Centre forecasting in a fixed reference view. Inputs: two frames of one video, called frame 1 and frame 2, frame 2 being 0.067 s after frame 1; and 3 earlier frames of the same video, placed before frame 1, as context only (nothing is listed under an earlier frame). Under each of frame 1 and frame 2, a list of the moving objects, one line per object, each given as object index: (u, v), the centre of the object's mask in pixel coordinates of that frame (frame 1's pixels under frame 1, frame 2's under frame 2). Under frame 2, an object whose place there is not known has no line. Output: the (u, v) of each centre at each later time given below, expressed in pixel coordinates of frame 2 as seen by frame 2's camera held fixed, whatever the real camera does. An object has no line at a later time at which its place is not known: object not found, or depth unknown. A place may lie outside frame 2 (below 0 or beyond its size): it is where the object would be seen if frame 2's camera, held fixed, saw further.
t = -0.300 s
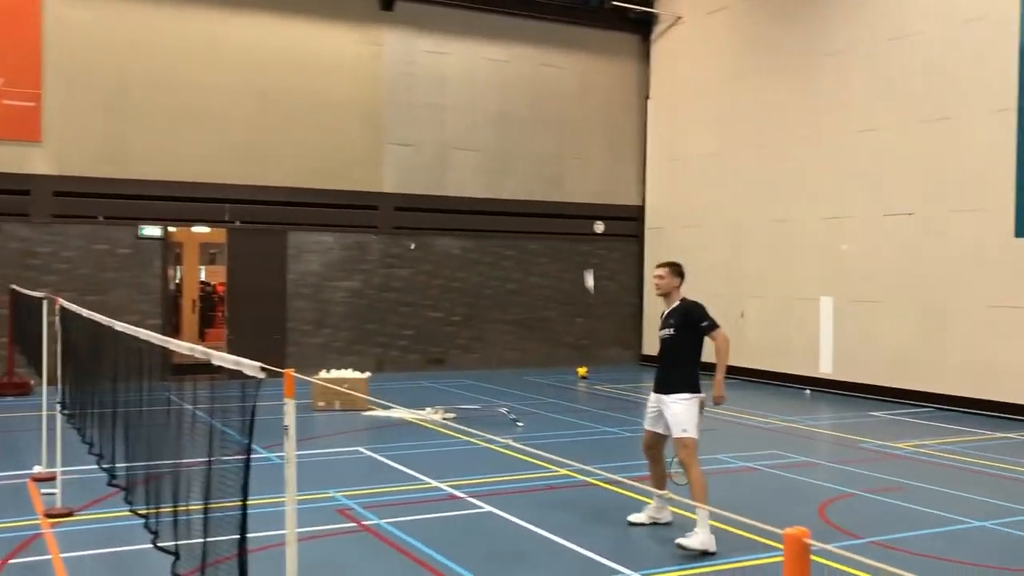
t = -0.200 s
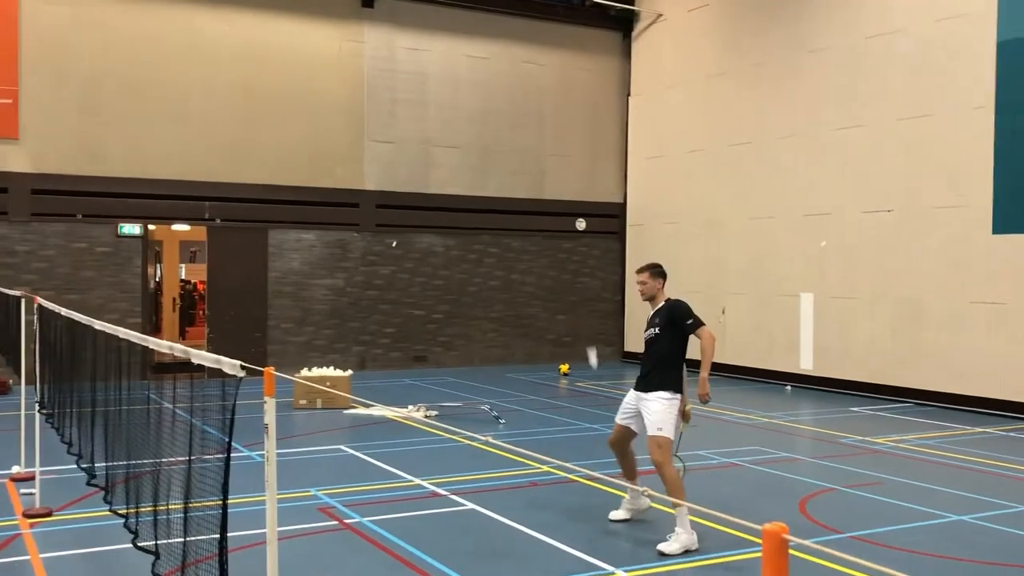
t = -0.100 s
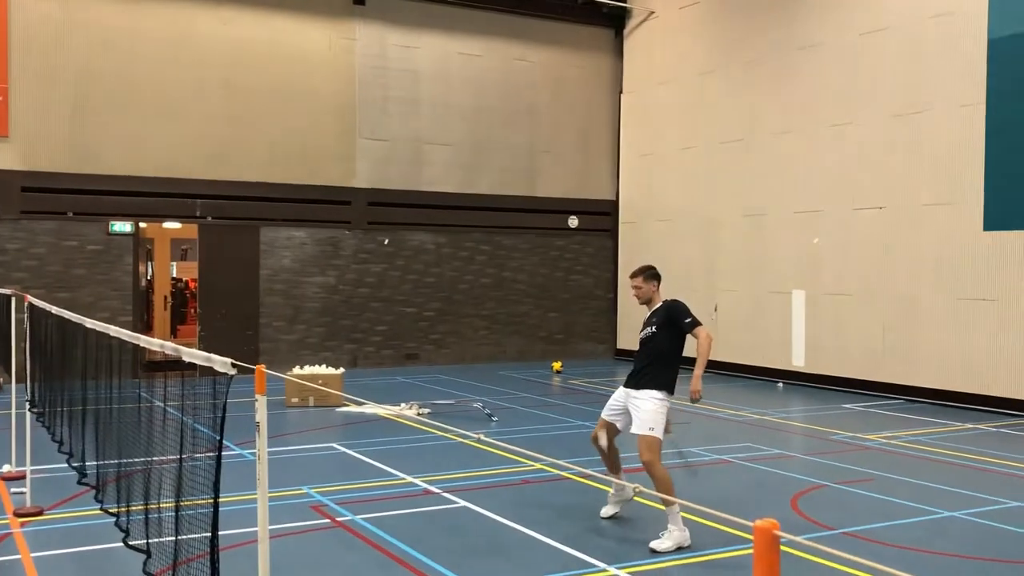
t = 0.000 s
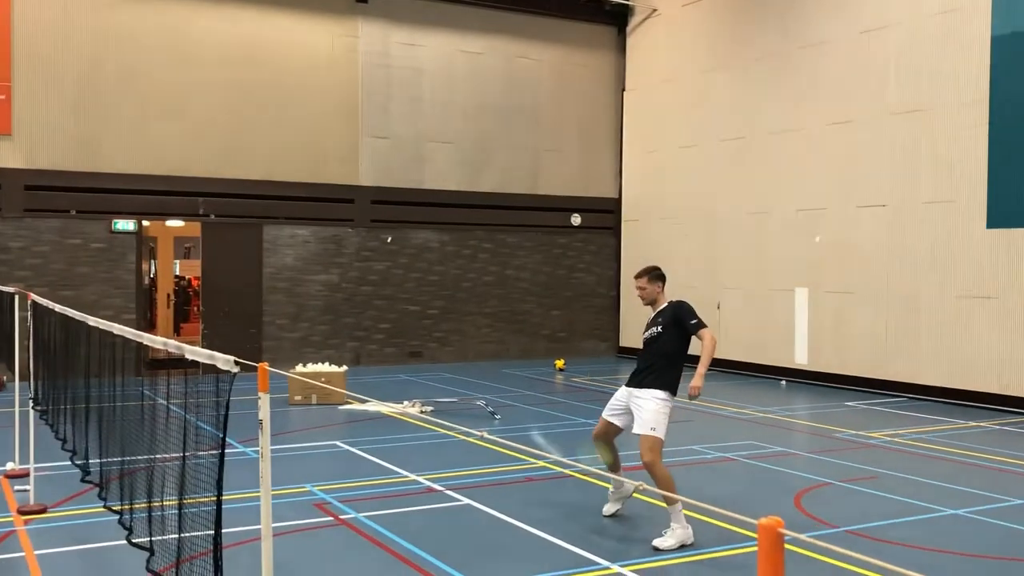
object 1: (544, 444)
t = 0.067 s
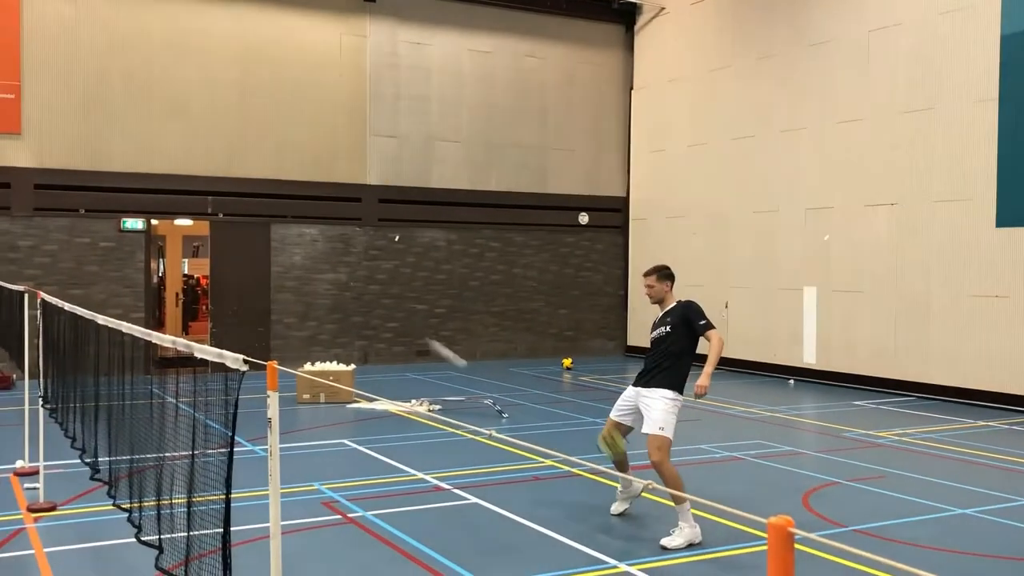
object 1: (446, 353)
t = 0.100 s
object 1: (394, 317)
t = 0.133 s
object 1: (343, 282)
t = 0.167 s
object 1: (294, 249)
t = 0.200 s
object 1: (247, 220)
